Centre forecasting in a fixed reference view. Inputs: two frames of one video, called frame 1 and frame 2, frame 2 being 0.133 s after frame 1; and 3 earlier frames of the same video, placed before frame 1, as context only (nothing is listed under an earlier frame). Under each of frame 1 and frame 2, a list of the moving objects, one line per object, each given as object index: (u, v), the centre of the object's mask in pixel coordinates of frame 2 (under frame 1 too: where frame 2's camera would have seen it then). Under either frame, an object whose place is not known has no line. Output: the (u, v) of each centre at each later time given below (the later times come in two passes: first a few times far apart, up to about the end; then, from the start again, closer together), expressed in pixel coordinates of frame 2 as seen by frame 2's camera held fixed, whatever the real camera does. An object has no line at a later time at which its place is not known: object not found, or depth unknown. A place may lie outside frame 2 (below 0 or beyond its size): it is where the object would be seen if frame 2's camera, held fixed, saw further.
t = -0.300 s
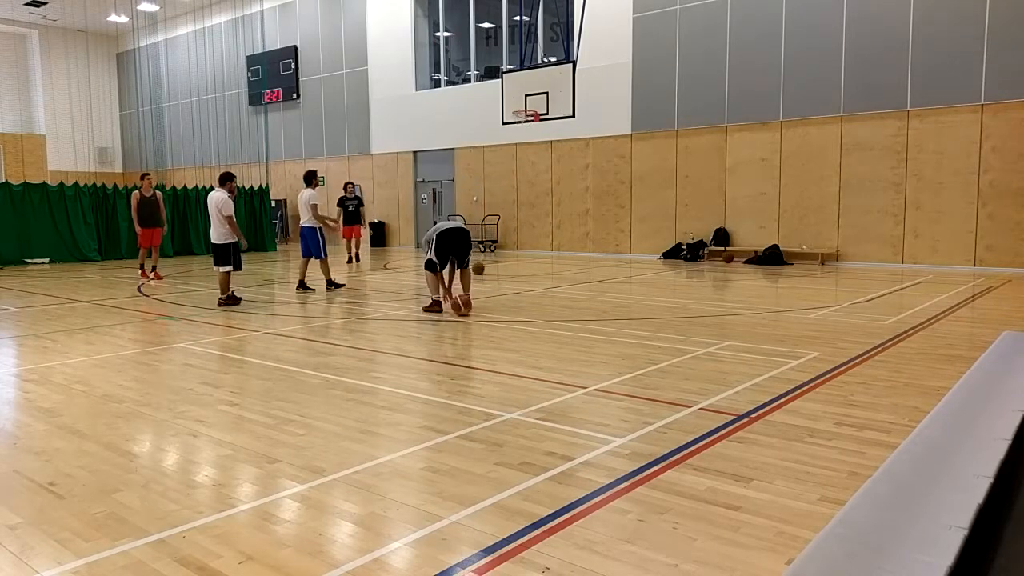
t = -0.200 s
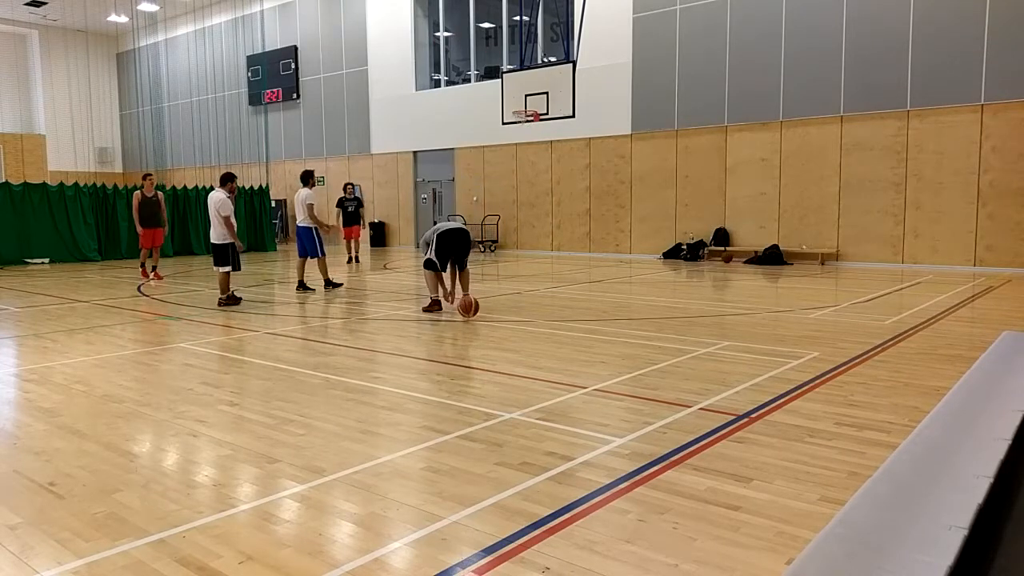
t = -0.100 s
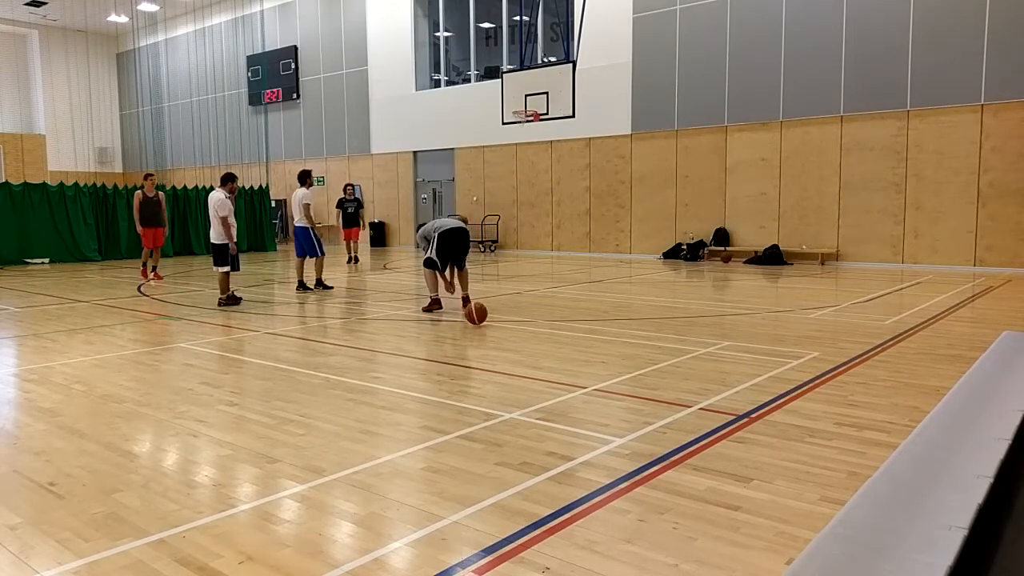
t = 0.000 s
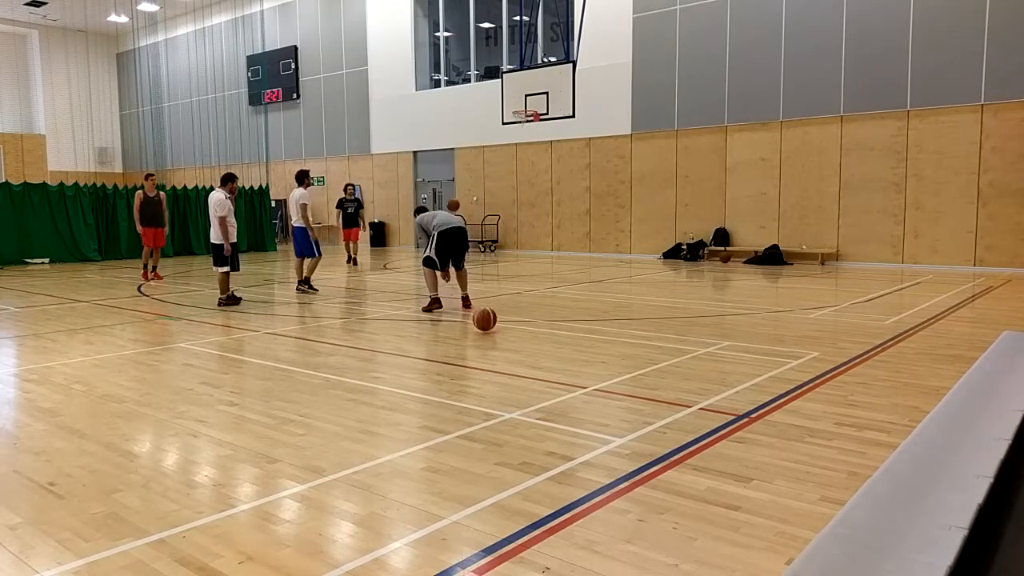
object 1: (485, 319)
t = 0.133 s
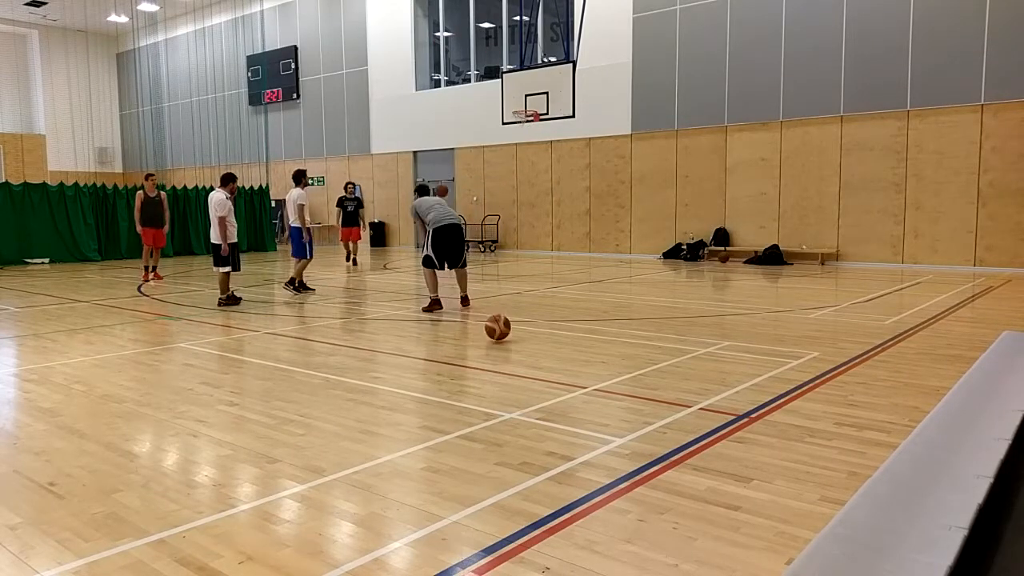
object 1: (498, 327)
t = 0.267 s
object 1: (513, 338)
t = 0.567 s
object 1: (557, 365)
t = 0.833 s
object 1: (616, 401)
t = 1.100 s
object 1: (707, 458)
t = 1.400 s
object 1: (812, 519)
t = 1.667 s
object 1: (648, 532)
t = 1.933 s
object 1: (537, 546)
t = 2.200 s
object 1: (415, 556)
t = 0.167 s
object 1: (501, 331)
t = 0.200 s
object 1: (505, 332)
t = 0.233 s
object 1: (509, 334)
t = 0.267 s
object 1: (513, 338)
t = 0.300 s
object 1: (517, 339)
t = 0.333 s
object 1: (521, 342)
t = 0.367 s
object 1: (526, 346)
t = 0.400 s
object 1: (531, 348)
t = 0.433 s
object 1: (536, 350)
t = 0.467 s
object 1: (540, 354)
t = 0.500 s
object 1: (546, 359)
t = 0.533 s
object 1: (551, 360)
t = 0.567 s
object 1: (557, 365)
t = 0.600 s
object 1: (563, 369)
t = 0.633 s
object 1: (570, 372)
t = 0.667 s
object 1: (576, 378)
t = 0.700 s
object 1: (583, 381)
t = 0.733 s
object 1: (591, 386)
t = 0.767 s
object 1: (598, 391)
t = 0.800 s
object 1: (607, 396)
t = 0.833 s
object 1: (616, 401)
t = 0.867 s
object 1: (625, 408)
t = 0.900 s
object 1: (635, 413)
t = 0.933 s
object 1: (645, 419)
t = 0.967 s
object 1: (656, 427)
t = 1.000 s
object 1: (668, 433)
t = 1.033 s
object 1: (680, 441)
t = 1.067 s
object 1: (694, 449)
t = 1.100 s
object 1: (707, 458)
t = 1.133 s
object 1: (723, 467)
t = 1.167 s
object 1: (739, 478)
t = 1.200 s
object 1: (757, 487)
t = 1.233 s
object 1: (776, 499)
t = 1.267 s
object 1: (796, 511)
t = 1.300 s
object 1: (809, 515)
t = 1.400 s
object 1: (812, 519)
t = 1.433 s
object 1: (796, 521)
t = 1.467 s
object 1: (776, 523)
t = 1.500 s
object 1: (752, 523)
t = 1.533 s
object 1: (727, 525)
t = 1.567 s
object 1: (701, 531)
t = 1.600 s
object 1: (676, 540)
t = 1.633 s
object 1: (661, 537)
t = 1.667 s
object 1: (648, 532)
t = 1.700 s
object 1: (634, 532)
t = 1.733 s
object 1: (621, 534)
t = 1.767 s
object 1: (607, 539)
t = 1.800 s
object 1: (594, 546)
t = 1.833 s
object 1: (579, 546)
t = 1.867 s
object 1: (565, 544)
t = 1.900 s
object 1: (551, 544)
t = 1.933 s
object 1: (537, 546)
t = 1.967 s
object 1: (522, 548)
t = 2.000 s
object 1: (507, 552)
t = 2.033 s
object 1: (492, 551)
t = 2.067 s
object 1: (476, 551)
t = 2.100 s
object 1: (461, 552)
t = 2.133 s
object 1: (446, 555)
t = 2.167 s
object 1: (432, 556)
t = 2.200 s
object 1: (415, 556)
